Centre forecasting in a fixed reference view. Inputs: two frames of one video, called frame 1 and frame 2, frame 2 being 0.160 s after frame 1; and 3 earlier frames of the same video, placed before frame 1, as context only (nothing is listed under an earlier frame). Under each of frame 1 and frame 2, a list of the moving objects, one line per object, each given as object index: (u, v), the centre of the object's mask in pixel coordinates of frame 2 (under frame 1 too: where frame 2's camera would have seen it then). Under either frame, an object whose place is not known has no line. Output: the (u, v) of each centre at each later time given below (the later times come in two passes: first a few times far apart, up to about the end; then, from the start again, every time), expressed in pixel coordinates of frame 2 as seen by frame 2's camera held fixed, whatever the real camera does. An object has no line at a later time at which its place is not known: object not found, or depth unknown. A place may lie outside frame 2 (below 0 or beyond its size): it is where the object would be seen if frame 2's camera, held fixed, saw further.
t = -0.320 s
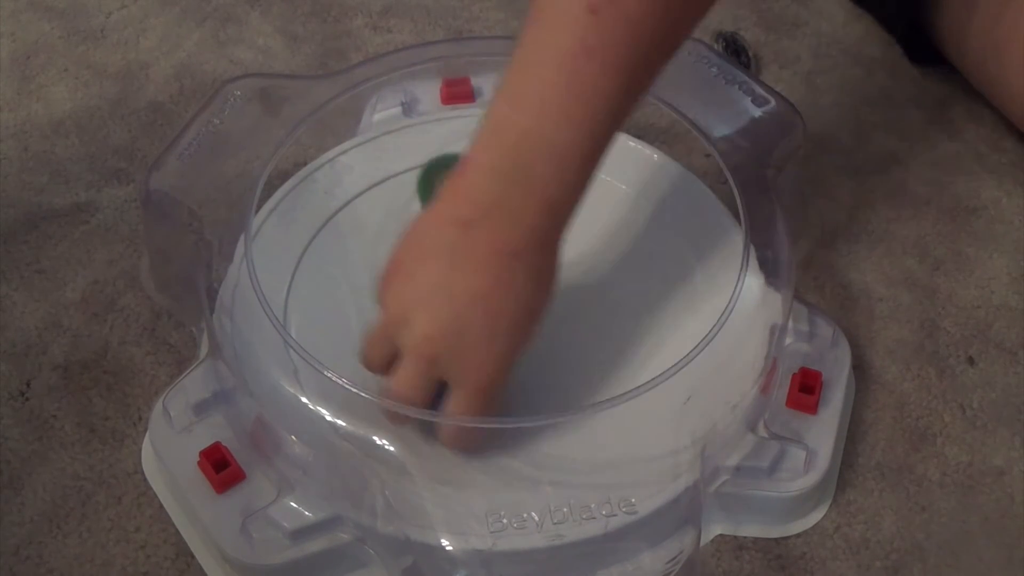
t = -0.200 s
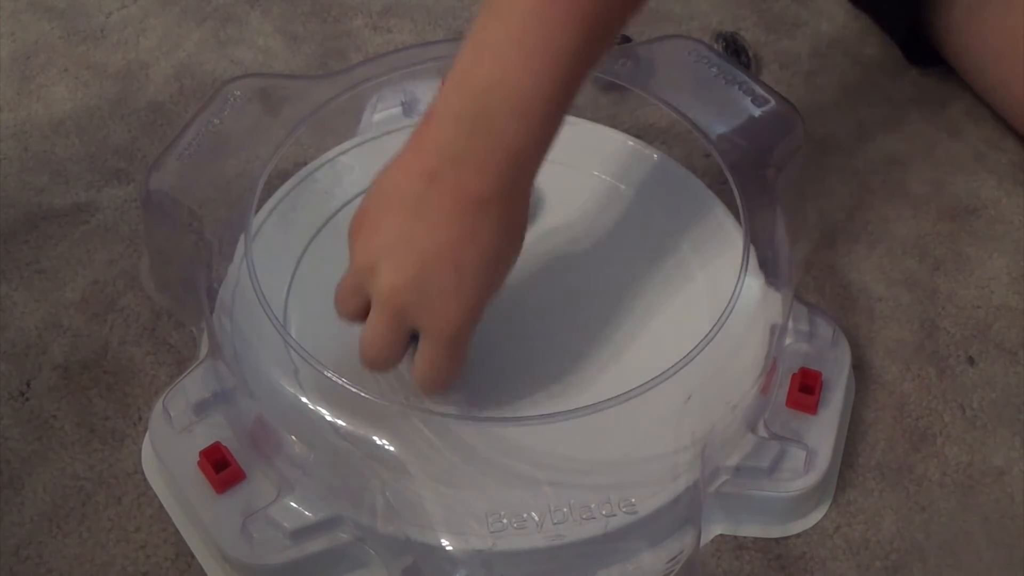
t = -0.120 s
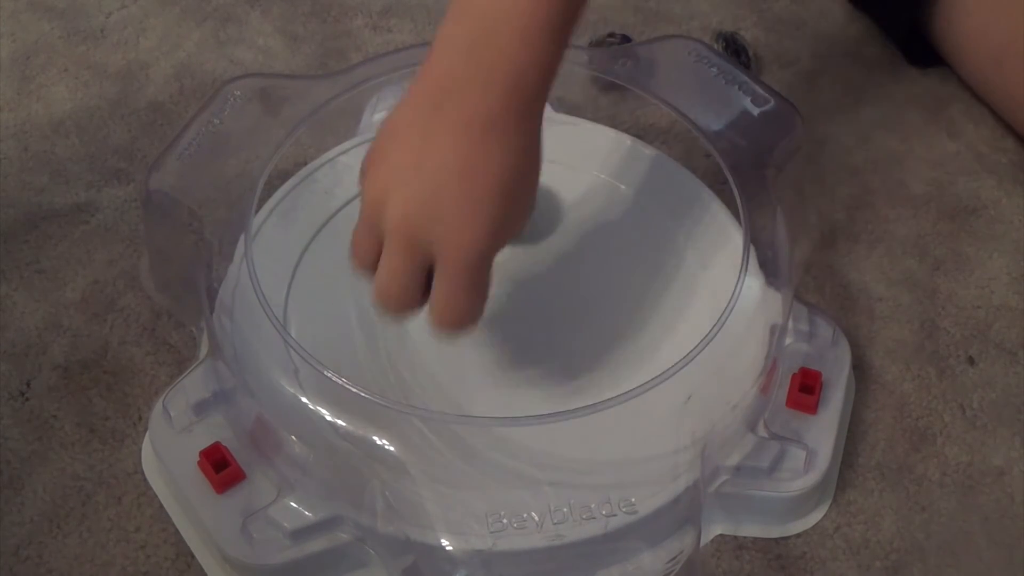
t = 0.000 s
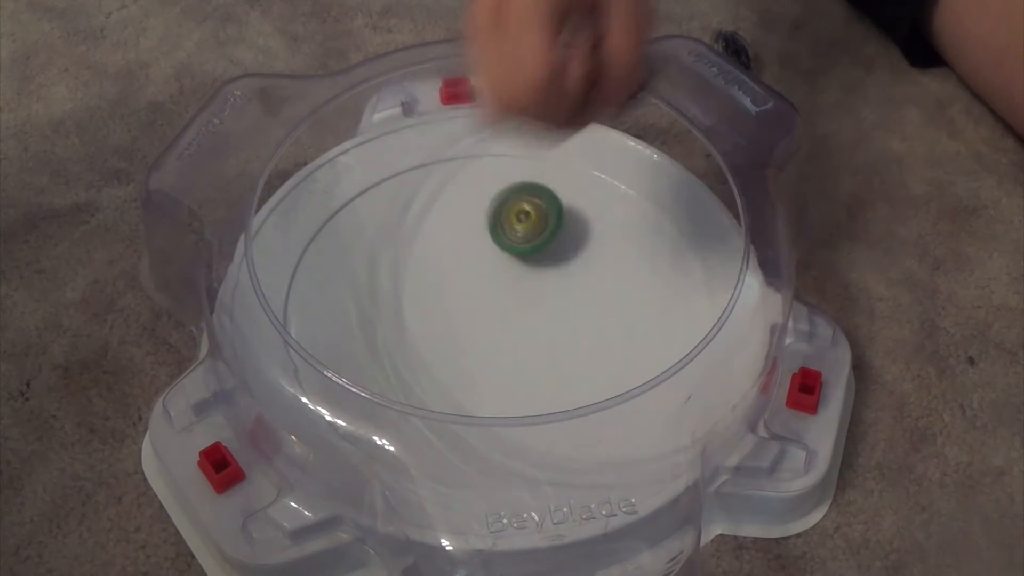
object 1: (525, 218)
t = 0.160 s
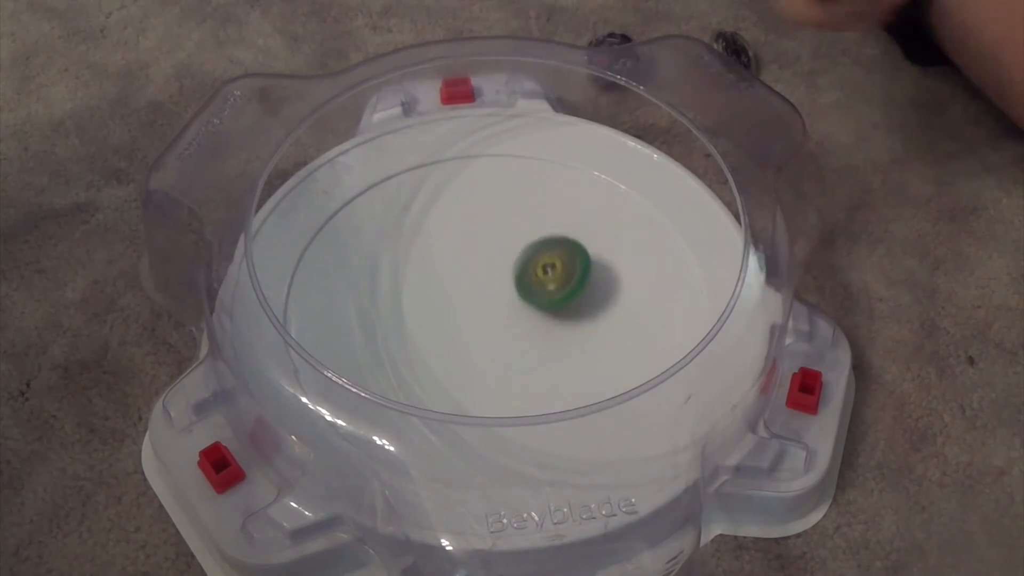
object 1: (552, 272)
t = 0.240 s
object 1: (556, 309)
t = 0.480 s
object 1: (540, 401)
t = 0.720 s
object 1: (498, 416)
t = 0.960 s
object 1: (455, 362)
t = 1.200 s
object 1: (444, 260)
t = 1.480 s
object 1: (481, 183)
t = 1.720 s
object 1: (515, 195)
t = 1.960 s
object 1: (531, 269)
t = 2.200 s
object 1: (500, 375)
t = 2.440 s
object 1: (453, 414)
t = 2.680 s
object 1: (436, 381)
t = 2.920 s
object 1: (464, 300)
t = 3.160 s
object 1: (523, 220)
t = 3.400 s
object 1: (565, 198)
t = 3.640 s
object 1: (564, 233)
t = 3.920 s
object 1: (473, 324)
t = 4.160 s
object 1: (383, 359)
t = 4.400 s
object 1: (368, 346)
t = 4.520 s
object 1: (387, 335)
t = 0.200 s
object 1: (555, 290)
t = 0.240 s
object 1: (556, 309)
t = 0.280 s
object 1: (556, 327)
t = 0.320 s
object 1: (555, 346)
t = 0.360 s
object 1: (553, 364)
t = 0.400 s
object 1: (550, 379)
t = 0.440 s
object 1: (545, 388)
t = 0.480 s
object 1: (540, 401)
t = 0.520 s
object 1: (534, 409)
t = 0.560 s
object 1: (528, 416)
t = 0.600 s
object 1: (521, 417)
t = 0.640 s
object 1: (514, 418)
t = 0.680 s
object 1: (506, 418)
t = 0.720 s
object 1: (498, 416)
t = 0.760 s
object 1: (490, 411)
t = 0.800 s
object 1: (482, 398)
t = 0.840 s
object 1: (476, 394)
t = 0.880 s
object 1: (469, 388)
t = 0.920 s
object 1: (463, 377)
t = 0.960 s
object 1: (455, 362)
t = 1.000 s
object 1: (450, 346)
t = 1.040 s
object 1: (446, 330)
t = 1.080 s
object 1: (444, 312)
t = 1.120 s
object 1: (443, 295)
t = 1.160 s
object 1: (442, 277)
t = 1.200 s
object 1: (444, 260)
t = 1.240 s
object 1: (447, 244)
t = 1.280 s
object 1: (452, 228)
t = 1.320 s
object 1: (457, 214)
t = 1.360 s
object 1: (463, 204)
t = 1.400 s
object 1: (469, 194)
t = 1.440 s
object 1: (475, 187)
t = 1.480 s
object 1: (481, 183)
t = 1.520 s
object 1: (487, 181)
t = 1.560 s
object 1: (492, 181)
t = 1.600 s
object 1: (498, 183)
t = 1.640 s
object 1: (504, 185)
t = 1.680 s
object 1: (509, 189)
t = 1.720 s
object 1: (515, 195)
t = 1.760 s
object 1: (520, 201)
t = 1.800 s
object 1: (524, 210)
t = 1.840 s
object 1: (527, 223)
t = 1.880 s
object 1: (530, 236)
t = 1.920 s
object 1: (532, 253)
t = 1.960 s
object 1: (531, 269)
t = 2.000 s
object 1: (529, 288)
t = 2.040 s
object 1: (524, 307)
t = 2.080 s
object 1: (519, 326)
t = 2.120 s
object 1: (513, 344)
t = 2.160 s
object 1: (507, 360)
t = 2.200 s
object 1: (500, 375)
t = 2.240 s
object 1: (491, 386)
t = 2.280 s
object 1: (484, 393)
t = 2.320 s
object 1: (474, 405)
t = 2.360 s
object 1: (466, 410)
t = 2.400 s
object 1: (459, 413)
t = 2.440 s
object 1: (453, 414)
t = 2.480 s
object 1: (448, 412)
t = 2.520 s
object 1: (444, 408)
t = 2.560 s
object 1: (440, 403)
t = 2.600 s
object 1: (438, 392)
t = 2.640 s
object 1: (436, 387)
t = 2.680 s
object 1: (436, 381)
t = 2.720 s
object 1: (436, 372)
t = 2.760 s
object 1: (438, 360)
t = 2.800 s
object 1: (443, 345)
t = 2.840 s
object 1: (449, 330)
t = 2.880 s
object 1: (456, 315)
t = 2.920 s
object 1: (464, 300)
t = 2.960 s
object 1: (473, 285)
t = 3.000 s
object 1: (481, 270)
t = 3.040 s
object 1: (490, 256)
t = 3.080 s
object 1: (501, 243)
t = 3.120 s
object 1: (511, 230)
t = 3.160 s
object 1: (523, 220)
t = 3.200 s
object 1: (534, 211)
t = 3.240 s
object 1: (544, 204)
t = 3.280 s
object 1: (551, 200)
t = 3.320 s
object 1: (557, 198)
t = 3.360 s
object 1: (562, 198)
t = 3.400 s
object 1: (565, 198)
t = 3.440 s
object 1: (568, 202)
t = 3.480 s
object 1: (571, 204)
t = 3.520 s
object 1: (572, 209)
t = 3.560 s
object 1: (571, 215)
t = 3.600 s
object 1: (568, 223)
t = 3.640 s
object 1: (564, 233)
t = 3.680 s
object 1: (556, 245)
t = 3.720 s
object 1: (546, 260)
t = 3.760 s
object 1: (534, 273)
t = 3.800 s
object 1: (520, 287)
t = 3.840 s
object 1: (505, 302)
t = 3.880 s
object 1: (489, 313)
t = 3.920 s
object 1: (473, 324)
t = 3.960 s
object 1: (456, 334)
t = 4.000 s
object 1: (440, 343)
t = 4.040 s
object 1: (425, 349)
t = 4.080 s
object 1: (409, 354)
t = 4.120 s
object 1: (395, 358)
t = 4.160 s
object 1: (383, 359)
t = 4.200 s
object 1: (375, 358)
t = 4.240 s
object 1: (370, 357)
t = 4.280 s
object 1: (368, 355)
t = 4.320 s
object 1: (366, 352)
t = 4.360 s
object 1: (366, 349)
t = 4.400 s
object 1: (368, 346)
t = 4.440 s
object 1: (372, 343)
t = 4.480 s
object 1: (378, 339)
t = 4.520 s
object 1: (387, 335)
